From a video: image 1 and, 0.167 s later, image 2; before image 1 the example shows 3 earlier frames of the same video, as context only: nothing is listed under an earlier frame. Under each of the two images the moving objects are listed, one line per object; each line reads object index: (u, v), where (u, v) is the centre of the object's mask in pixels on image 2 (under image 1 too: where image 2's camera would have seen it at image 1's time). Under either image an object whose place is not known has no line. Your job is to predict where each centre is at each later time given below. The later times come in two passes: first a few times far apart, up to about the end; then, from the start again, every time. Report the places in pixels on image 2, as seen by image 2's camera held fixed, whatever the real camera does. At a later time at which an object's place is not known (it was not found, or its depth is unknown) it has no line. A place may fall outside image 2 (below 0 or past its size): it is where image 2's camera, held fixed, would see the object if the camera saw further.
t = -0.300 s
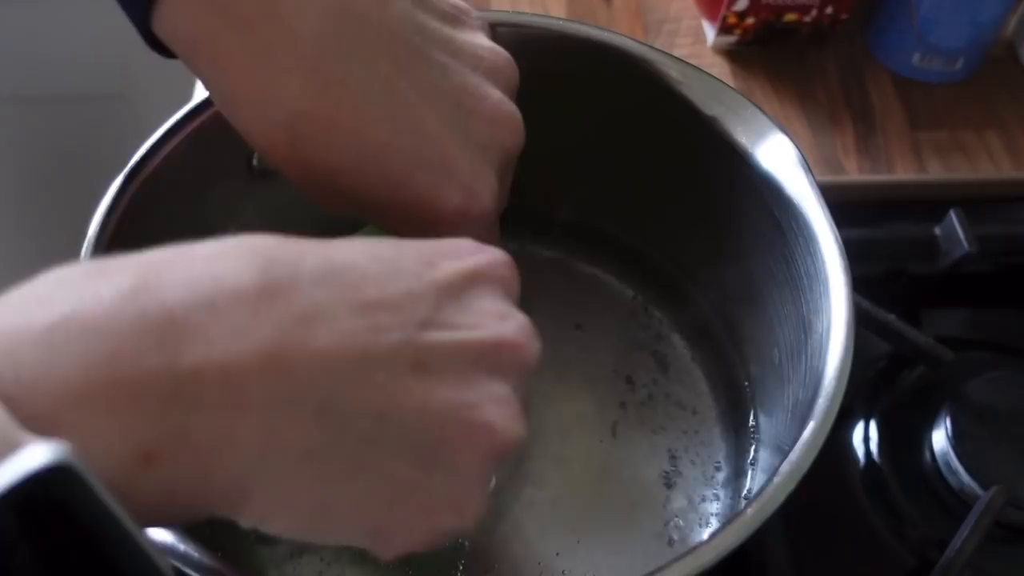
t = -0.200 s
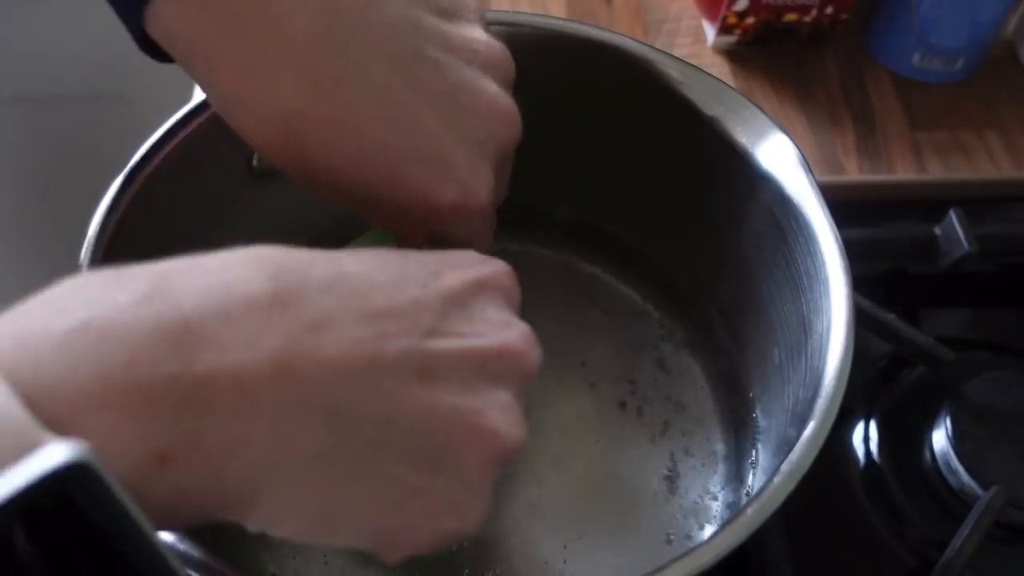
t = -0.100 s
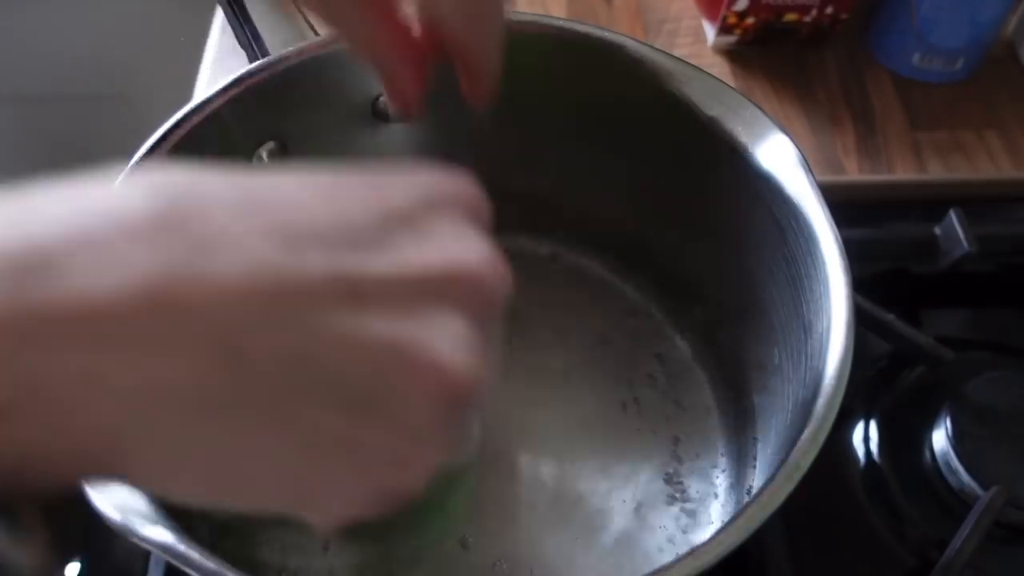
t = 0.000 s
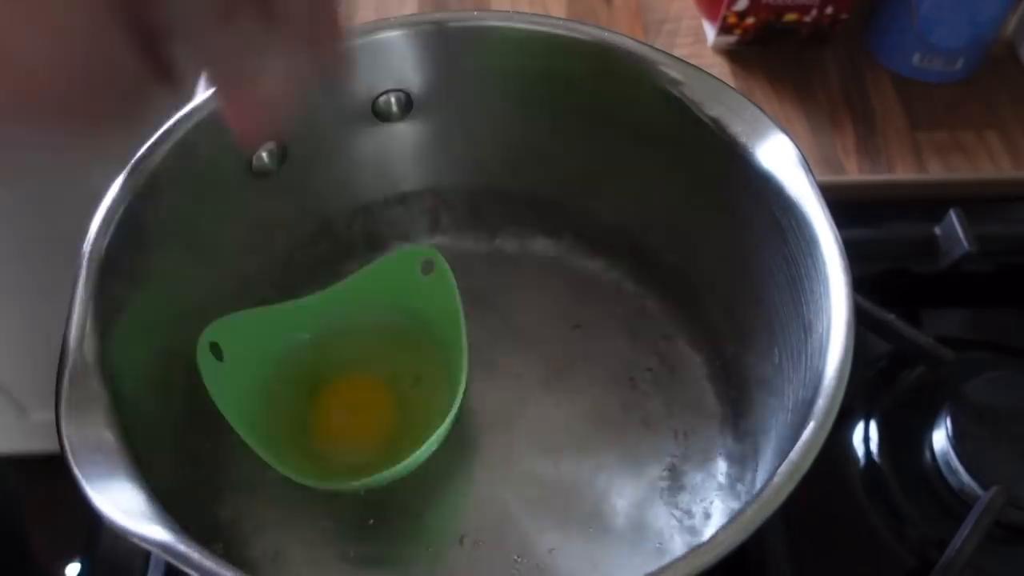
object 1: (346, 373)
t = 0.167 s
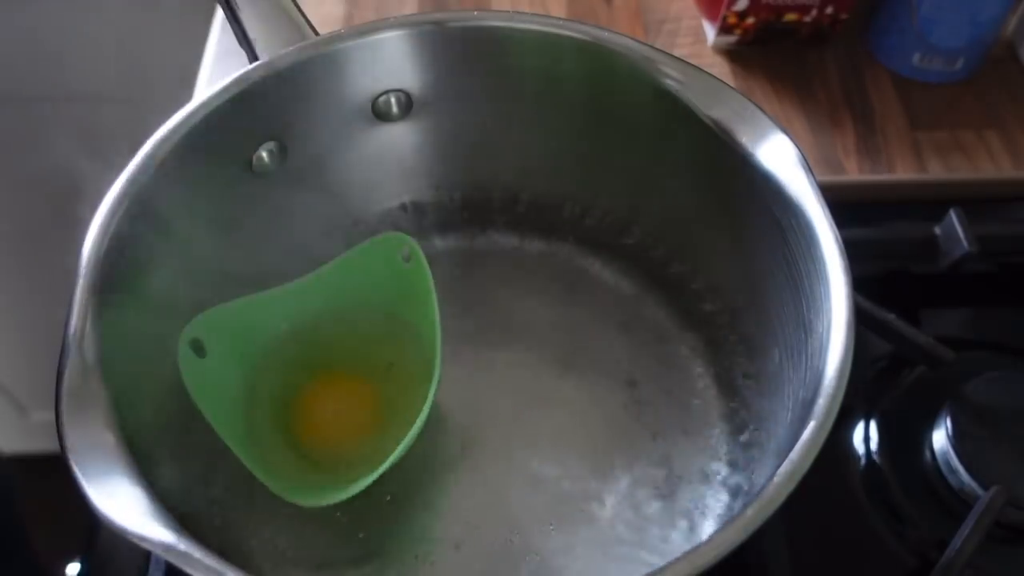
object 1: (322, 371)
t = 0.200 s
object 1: (321, 371)
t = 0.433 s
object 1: (325, 370)
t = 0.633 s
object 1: (344, 382)
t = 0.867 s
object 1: (340, 379)
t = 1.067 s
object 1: (356, 385)
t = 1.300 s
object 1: (362, 391)
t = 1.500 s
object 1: (355, 388)
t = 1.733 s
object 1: (363, 397)
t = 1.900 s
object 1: (368, 398)
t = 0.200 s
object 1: (321, 371)
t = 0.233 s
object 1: (320, 371)
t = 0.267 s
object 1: (320, 371)
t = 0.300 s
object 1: (319, 369)
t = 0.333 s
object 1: (319, 368)
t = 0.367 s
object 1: (319, 368)
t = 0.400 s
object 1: (321, 368)
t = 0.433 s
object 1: (325, 370)
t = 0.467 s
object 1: (327, 371)
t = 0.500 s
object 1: (331, 374)
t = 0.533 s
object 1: (335, 377)
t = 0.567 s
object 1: (338, 379)
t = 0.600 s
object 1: (341, 381)
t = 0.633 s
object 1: (344, 382)
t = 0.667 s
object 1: (345, 382)
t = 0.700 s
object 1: (347, 382)
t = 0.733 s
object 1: (347, 382)
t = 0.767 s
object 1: (347, 382)
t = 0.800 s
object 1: (345, 381)
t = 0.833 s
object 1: (342, 380)
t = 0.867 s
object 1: (340, 379)
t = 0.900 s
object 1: (338, 377)
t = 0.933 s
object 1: (340, 376)
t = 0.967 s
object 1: (342, 377)
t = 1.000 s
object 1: (347, 379)
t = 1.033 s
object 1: (353, 383)
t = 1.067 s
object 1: (356, 385)
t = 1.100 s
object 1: (359, 388)
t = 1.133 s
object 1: (362, 391)
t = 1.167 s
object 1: (363, 391)
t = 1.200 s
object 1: (365, 392)
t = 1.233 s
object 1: (364, 393)
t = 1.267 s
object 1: (364, 392)
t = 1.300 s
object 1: (362, 391)
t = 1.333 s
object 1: (361, 390)
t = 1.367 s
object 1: (360, 390)
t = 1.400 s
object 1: (359, 390)
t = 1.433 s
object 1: (357, 389)
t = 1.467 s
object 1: (357, 389)
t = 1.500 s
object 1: (355, 388)
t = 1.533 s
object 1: (355, 389)
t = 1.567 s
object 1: (355, 389)
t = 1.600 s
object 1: (356, 390)
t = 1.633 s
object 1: (358, 391)
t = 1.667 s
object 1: (359, 392)
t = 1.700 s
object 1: (361, 395)
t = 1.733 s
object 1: (363, 397)
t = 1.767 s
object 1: (364, 398)
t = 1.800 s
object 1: (366, 398)
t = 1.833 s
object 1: (368, 398)
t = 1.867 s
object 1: (369, 398)
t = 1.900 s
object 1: (368, 398)
